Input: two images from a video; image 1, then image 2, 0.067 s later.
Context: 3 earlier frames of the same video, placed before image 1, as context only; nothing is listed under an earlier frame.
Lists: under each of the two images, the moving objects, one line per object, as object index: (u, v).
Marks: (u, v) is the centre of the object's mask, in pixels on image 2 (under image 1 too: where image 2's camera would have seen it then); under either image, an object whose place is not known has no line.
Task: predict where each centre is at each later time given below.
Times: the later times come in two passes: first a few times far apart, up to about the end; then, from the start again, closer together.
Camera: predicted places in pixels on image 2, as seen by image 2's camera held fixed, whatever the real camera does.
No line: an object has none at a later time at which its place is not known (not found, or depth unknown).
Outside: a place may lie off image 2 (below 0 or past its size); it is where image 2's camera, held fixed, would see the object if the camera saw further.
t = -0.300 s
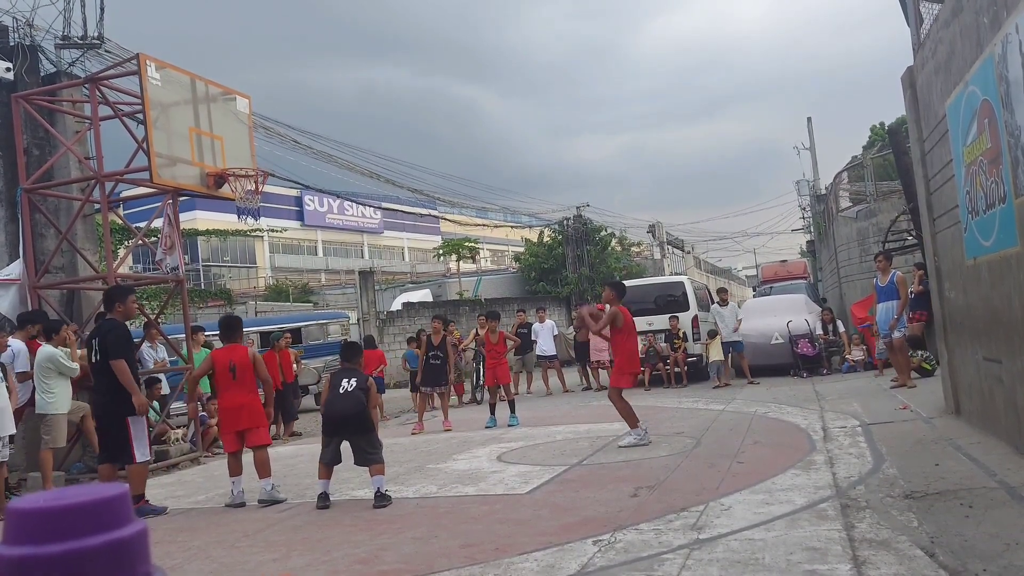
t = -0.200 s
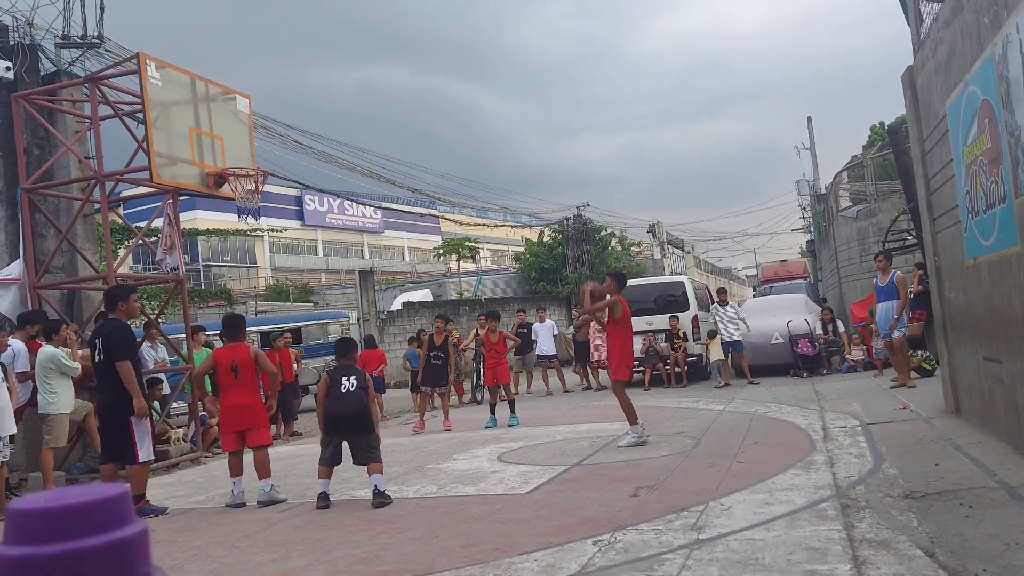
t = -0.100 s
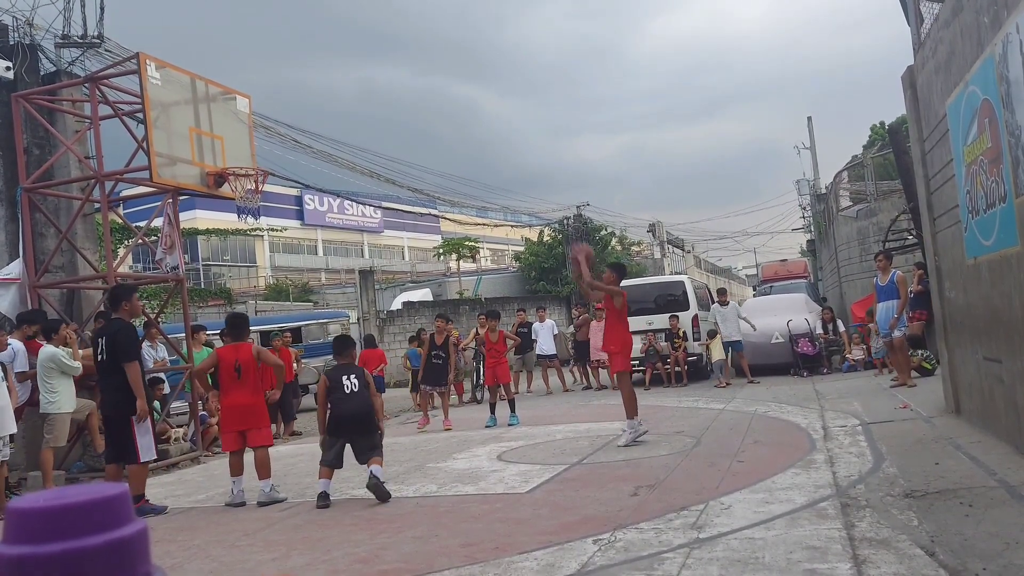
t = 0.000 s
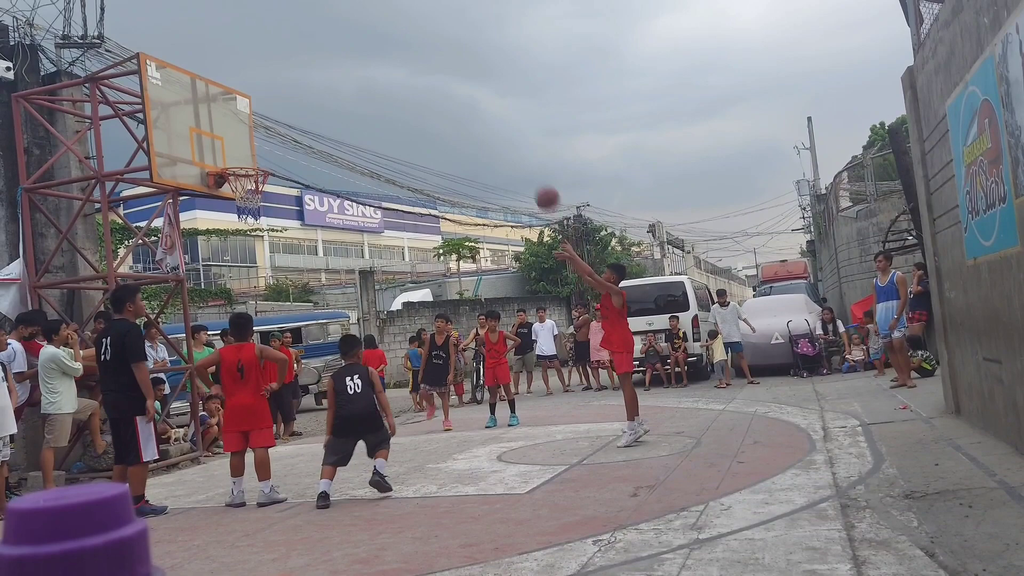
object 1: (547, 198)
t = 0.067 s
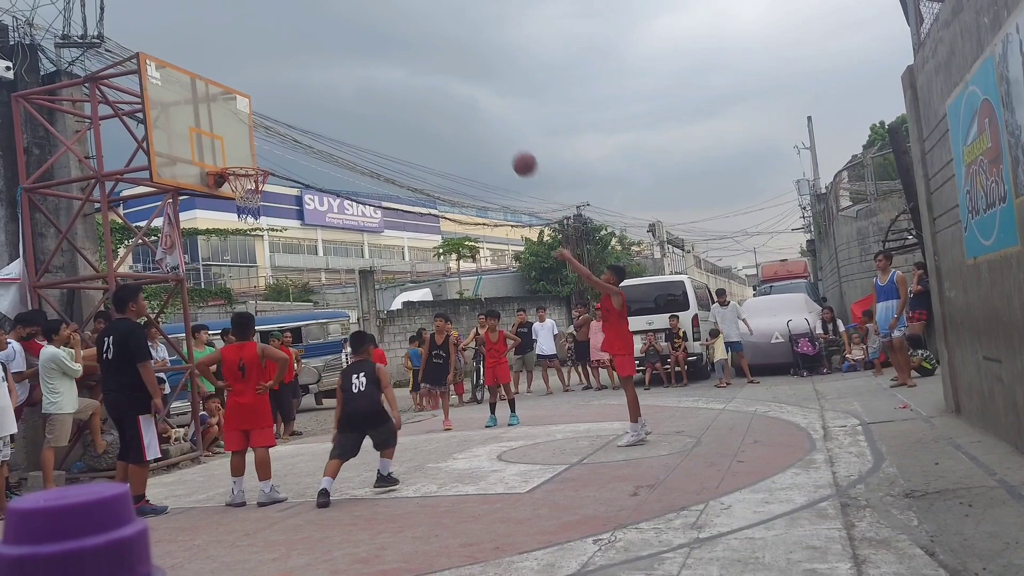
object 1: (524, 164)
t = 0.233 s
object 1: (471, 100)
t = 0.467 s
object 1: (404, 57)
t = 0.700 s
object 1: (344, 65)
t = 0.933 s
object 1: (292, 125)
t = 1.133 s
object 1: (305, 180)
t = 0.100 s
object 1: (513, 149)
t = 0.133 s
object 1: (503, 135)
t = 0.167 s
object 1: (492, 123)
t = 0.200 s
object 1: (481, 111)
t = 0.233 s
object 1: (471, 100)
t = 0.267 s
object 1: (461, 90)
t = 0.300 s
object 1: (451, 82)
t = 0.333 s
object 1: (442, 75)
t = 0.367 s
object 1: (432, 69)
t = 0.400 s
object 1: (423, 63)
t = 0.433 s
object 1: (413, 60)
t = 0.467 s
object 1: (404, 57)
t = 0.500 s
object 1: (395, 55)
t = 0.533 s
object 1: (386, 54)
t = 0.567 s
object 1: (377, 54)
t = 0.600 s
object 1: (369, 56)
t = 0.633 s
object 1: (361, 58)
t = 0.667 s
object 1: (353, 61)
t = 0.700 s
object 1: (344, 65)
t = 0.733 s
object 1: (336, 71)
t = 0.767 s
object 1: (329, 78)
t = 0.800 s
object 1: (321, 85)
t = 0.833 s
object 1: (314, 94)
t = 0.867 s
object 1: (306, 103)
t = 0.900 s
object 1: (299, 114)
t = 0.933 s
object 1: (292, 125)
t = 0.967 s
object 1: (285, 138)
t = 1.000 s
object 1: (277, 152)
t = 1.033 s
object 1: (272, 165)
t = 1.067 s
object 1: (282, 169)
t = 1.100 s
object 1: (293, 174)
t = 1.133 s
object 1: (305, 180)
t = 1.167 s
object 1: (317, 186)
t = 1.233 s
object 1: (340, 204)
